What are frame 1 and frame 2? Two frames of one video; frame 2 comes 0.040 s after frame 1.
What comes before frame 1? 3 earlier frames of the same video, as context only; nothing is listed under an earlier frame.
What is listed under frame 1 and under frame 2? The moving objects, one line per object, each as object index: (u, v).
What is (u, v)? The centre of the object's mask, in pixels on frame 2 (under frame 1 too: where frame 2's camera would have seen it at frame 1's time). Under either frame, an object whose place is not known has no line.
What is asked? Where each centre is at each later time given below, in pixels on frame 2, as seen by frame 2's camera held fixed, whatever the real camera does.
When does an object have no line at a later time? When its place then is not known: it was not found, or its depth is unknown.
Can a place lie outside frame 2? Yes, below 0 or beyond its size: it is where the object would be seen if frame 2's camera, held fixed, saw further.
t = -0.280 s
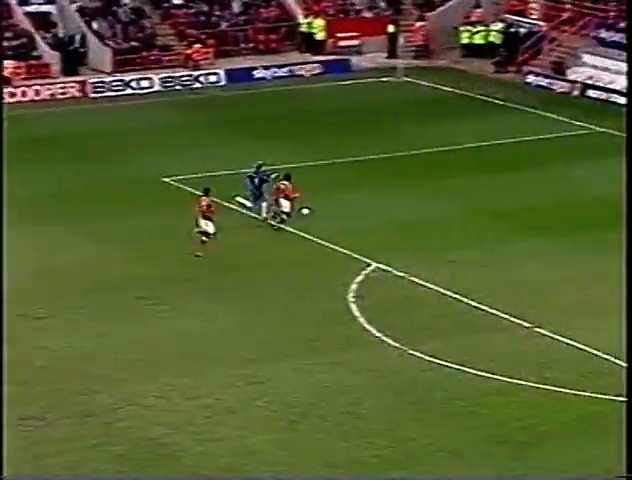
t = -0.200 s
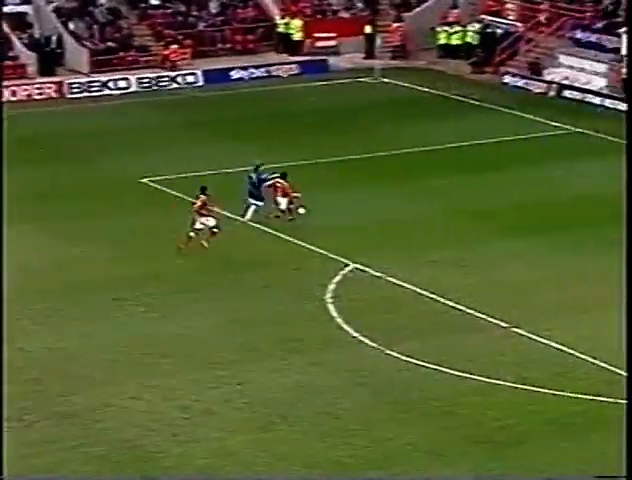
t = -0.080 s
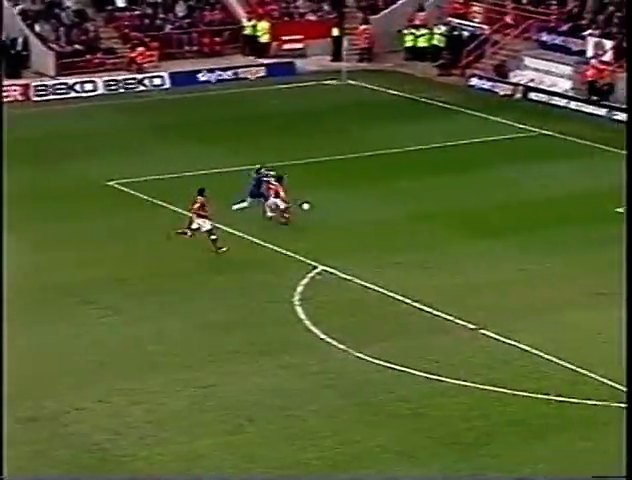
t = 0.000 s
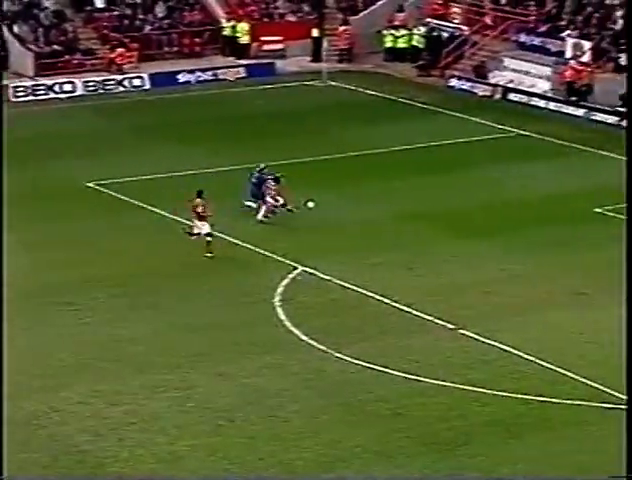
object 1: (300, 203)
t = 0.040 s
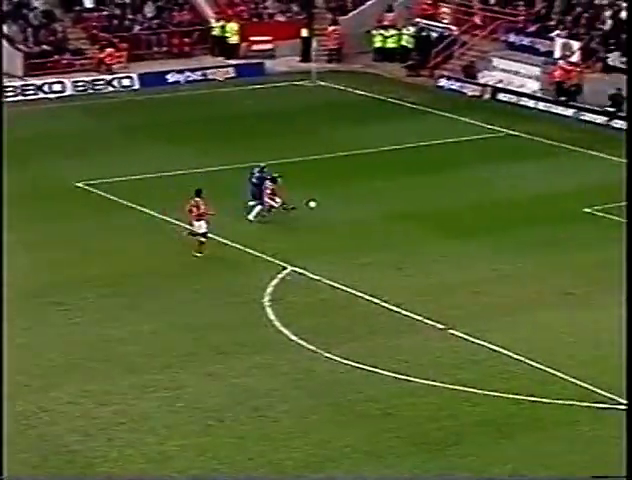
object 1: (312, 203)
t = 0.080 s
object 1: (325, 204)
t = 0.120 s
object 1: (336, 205)
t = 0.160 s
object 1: (348, 206)
